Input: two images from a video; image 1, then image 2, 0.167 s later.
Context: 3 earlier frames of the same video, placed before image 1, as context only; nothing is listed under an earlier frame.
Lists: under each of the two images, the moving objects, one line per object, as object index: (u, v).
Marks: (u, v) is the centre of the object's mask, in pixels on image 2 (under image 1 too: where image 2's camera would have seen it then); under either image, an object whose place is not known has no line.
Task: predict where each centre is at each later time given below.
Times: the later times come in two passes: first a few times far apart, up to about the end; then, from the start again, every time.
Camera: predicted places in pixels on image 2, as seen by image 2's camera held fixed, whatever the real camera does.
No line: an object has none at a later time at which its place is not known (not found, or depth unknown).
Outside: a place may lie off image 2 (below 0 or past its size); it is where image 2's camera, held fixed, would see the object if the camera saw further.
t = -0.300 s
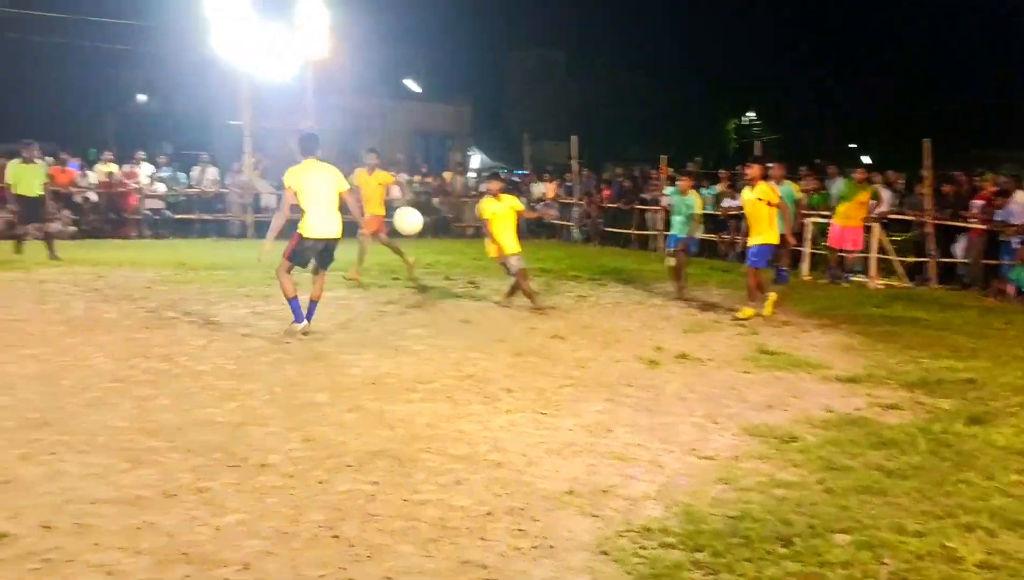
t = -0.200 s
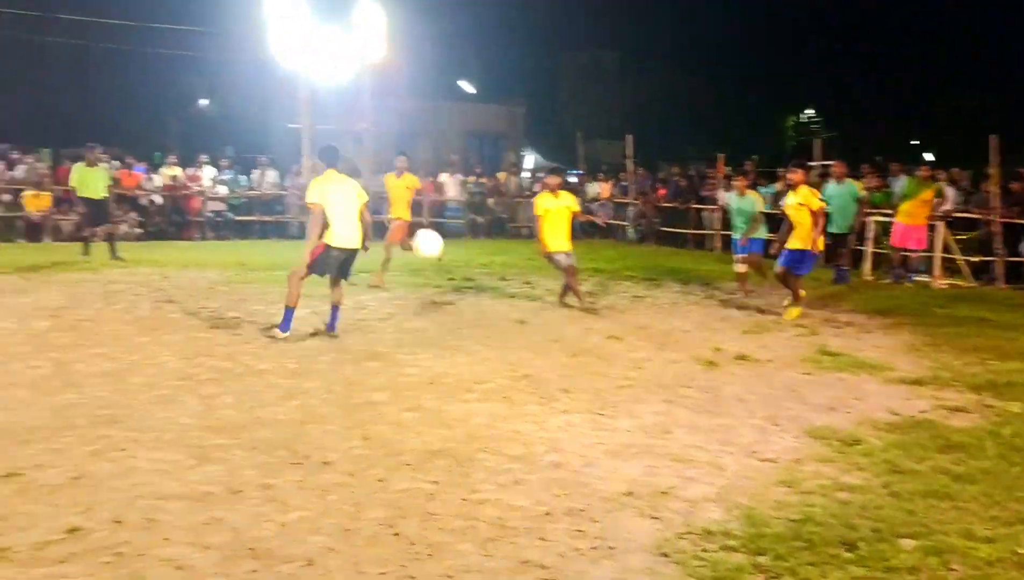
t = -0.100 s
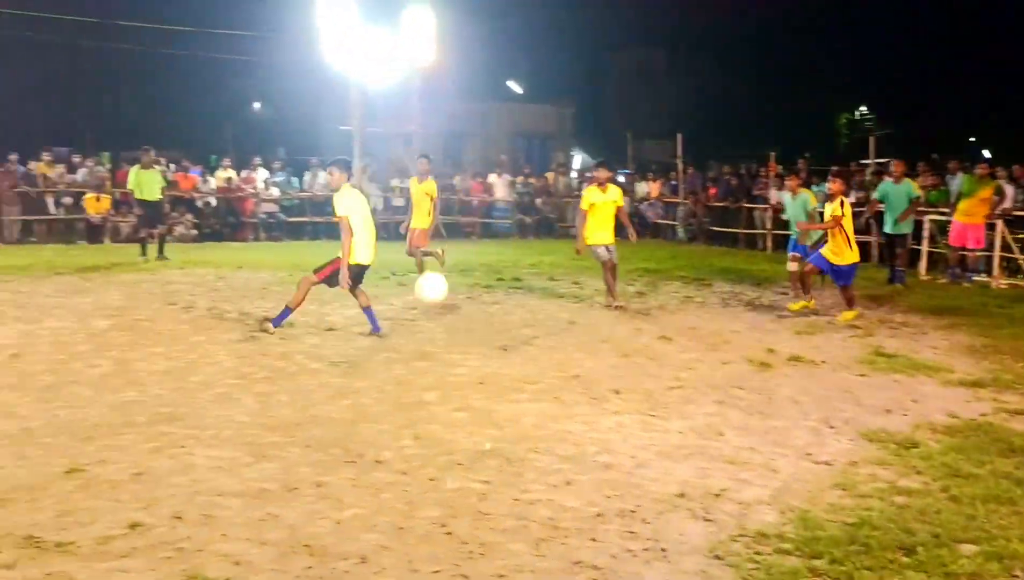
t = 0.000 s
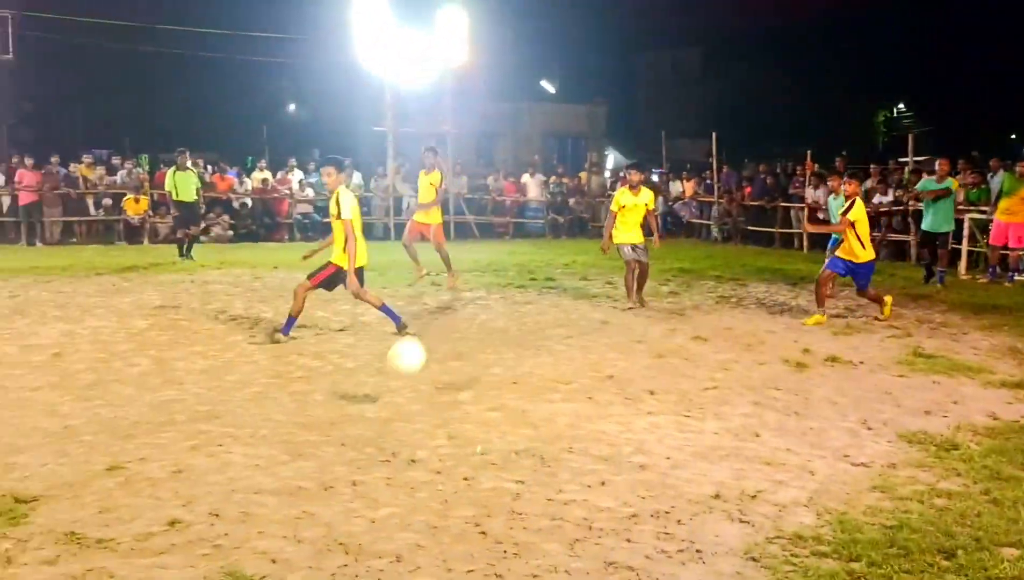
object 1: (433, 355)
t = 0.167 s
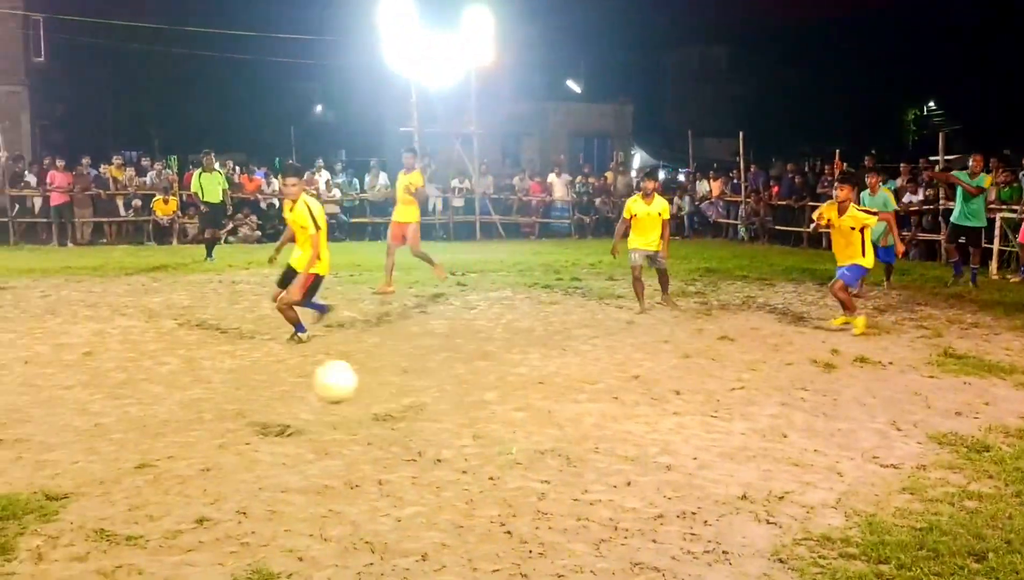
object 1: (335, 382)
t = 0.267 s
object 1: (274, 377)
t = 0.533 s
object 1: (66, 481)
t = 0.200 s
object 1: (316, 378)
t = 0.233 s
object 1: (296, 376)
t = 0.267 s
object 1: (274, 377)
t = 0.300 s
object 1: (253, 380)
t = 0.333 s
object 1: (230, 385)
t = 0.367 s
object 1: (205, 393)
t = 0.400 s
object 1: (181, 404)
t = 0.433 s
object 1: (154, 418)
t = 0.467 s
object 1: (127, 435)
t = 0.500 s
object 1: (97, 456)
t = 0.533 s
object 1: (66, 481)
